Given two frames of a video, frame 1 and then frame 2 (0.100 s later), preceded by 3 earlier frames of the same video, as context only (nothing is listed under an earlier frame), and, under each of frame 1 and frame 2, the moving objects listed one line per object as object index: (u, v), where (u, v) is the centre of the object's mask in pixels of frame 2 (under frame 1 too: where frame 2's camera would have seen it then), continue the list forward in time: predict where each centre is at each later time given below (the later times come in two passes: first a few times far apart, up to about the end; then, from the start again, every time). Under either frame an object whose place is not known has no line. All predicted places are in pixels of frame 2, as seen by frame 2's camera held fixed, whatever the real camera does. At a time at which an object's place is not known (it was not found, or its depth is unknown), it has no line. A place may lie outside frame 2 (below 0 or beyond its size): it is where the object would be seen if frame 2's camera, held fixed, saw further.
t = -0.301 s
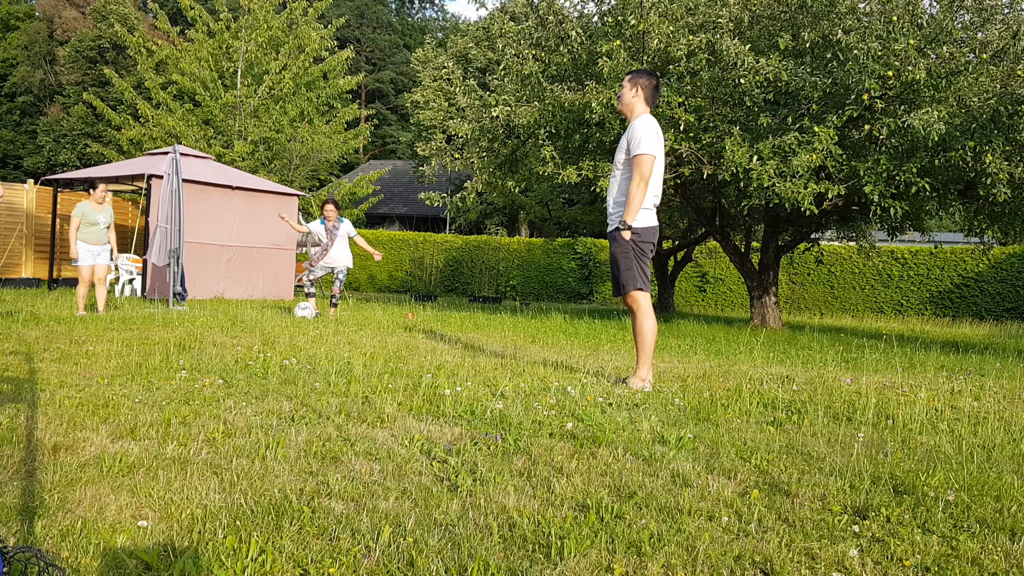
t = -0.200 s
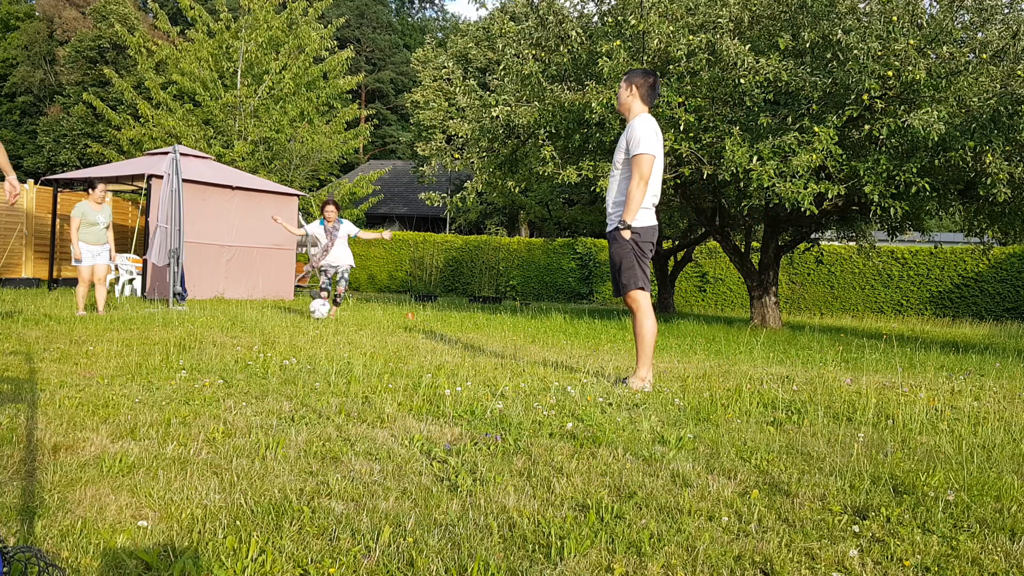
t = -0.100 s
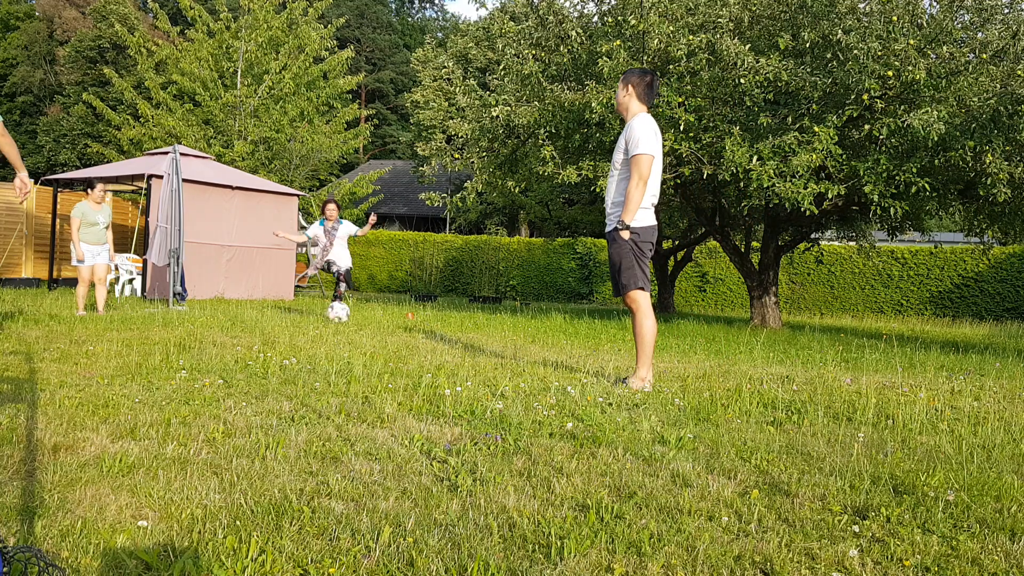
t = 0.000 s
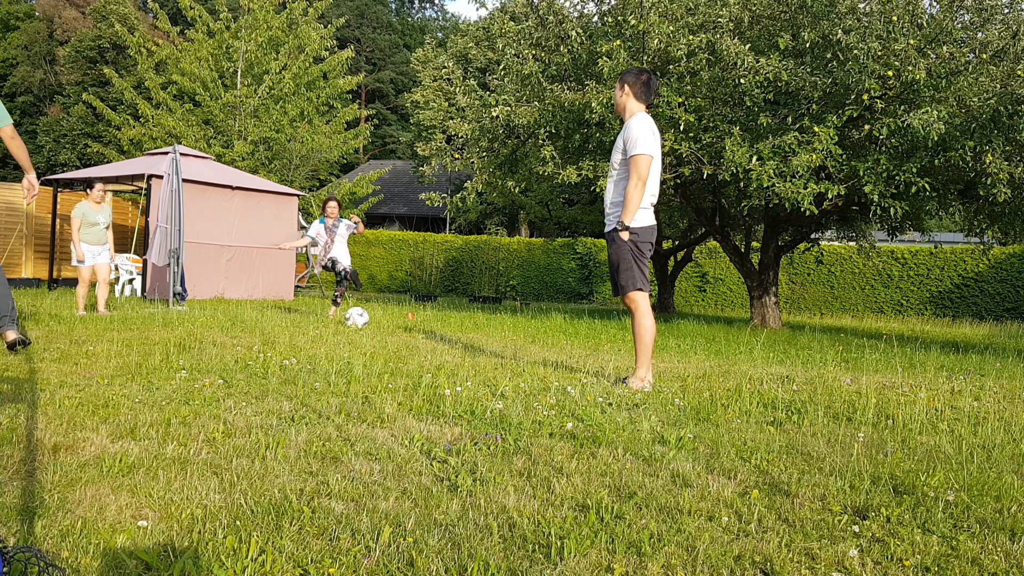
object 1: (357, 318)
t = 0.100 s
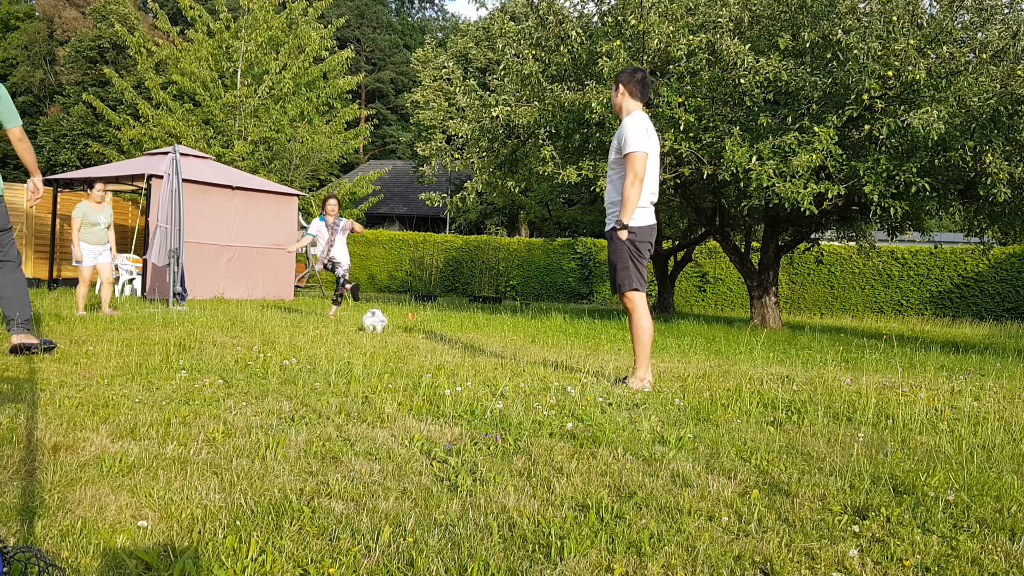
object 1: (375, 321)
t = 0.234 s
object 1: (395, 324)
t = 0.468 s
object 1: (431, 333)
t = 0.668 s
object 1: (462, 342)
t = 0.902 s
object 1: (500, 346)
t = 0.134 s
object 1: (380, 320)
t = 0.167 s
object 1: (385, 321)
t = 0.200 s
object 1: (389, 321)
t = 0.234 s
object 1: (395, 324)
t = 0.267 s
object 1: (400, 327)
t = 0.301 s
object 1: (406, 330)
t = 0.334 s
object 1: (410, 330)
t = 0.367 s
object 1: (415, 330)
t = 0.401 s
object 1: (420, 330)
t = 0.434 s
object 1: (426, 331)
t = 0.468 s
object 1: (431, 333)
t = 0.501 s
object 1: (436, 336)
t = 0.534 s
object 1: (441, 336)
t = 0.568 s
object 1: (445, 336)
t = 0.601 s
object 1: (451, 337)
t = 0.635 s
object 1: (457, 339)
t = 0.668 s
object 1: (462, 342)
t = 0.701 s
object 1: (468, 344)
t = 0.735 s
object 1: (473, 344)
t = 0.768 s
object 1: (478, 344)
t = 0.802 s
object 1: (483, 346)
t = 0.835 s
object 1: (489, 346)
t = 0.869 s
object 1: (495, 346)
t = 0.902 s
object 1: (500, 346)
